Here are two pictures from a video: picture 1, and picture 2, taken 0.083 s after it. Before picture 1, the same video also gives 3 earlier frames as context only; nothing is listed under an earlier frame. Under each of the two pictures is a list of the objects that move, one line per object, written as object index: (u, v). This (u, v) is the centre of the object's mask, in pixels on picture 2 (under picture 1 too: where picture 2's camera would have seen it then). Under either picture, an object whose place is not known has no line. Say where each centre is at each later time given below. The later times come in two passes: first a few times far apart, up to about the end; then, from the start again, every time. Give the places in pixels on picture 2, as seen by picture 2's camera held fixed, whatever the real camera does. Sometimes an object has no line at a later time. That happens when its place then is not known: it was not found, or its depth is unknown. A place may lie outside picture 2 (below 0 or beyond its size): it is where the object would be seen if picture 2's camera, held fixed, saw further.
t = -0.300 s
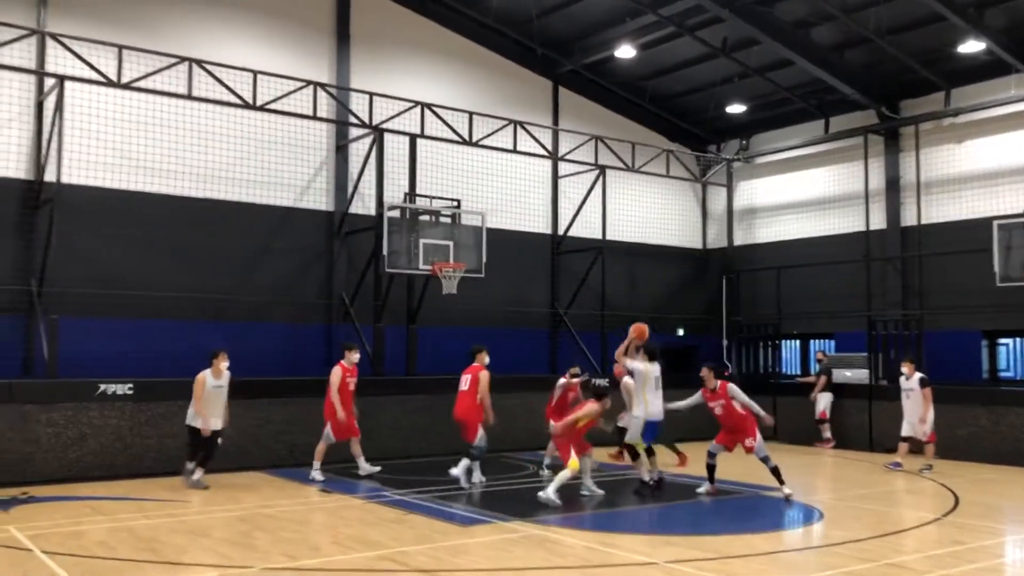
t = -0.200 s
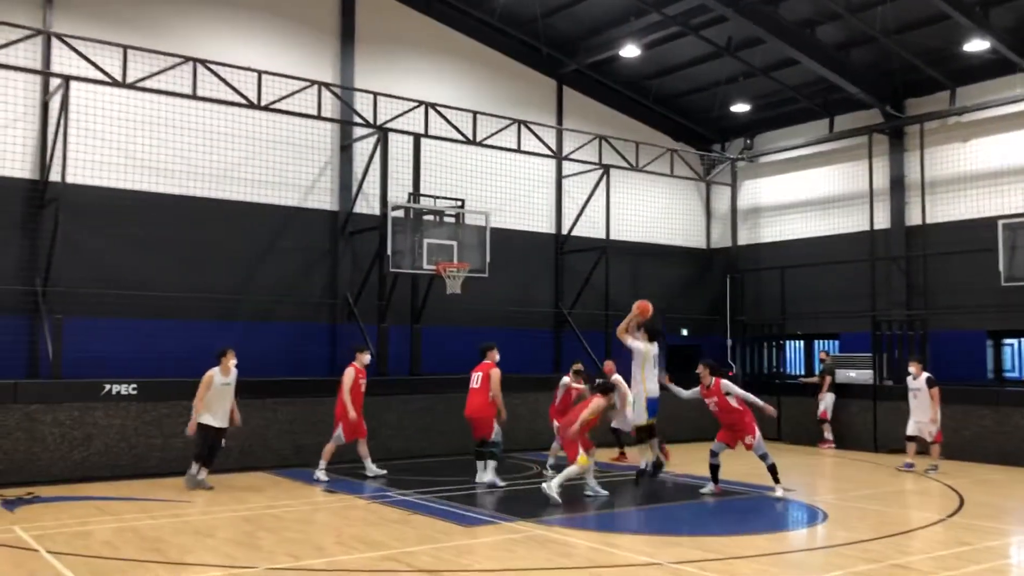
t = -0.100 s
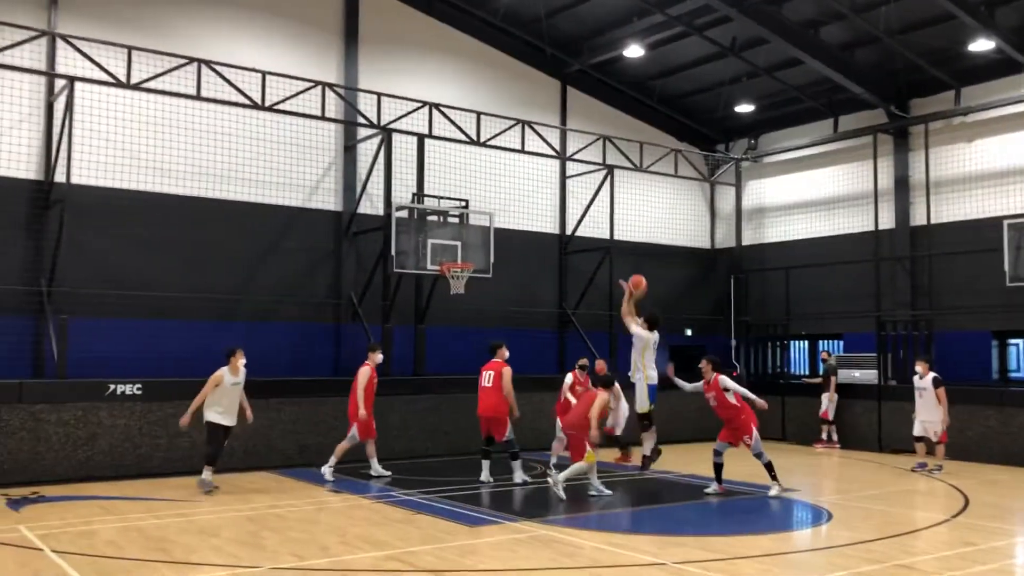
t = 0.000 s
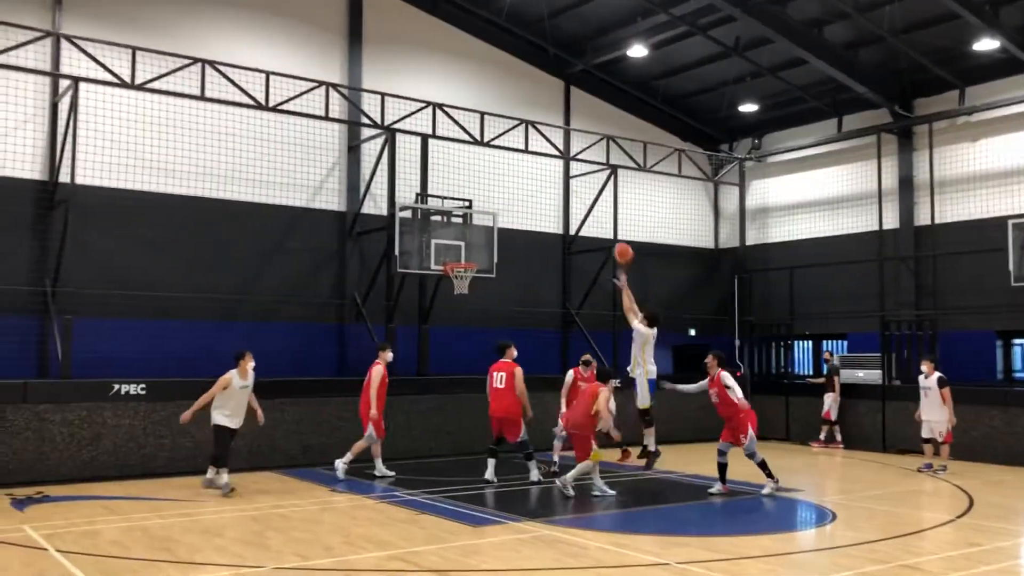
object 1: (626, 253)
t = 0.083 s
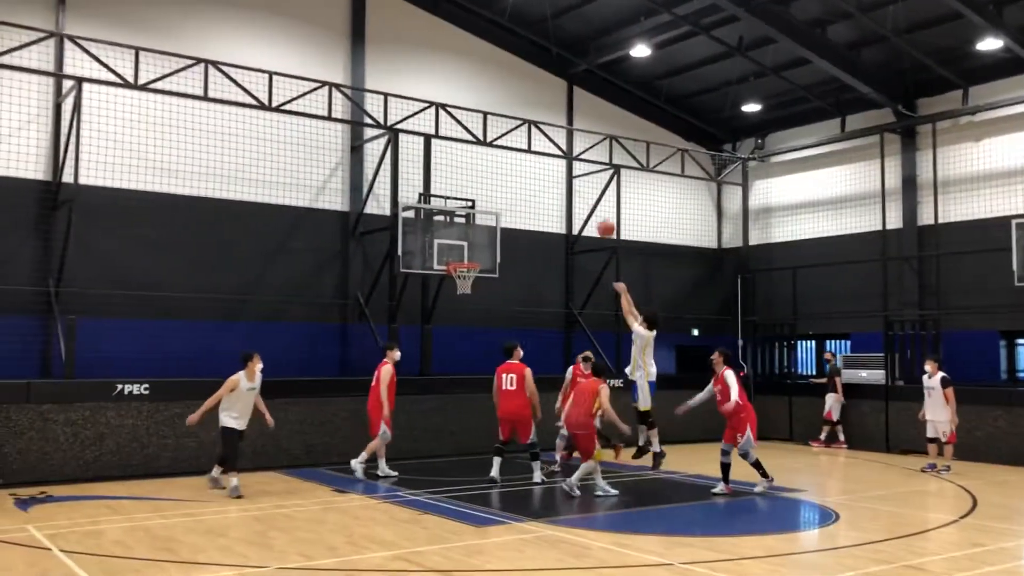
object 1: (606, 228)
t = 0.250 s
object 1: (569, 197)
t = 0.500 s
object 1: (520, 189)
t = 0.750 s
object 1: (476, 220)
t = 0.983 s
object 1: (473, 263)
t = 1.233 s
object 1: (456, 273)
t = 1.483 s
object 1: (458, 283)
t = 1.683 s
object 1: (469, 313)
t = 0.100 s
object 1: (603, 224)
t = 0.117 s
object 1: (598, 220)
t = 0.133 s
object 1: (595, 216)
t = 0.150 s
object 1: (591, 213)
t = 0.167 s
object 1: (588, 209)
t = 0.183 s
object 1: (585, 206)
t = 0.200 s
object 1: (581, 203)
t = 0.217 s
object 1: (577, 201)
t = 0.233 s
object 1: (574, 198)
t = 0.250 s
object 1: (569, 197)
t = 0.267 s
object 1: (566, 196)
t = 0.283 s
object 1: (562, 194)
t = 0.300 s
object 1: (560, 193)
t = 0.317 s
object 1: (556, 191)
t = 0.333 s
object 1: (552, 190)
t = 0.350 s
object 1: (549, 189)
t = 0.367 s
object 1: (546, 188)
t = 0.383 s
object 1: (542, 187)
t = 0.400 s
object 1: (539, 187)
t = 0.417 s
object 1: (536, 187)
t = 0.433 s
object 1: (533, 187)
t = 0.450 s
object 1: (530, 187)
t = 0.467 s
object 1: (526, 187)
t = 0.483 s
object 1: (524, 188)
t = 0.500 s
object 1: (520, 189)
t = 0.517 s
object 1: (517, 190)
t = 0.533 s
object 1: (514, 191)
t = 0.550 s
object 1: (511, 192)
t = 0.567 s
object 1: (508, 194)
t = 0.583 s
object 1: (505, 195)
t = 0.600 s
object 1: (502, 198)
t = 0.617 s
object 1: (499, 199)
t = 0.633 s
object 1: (496, 201)
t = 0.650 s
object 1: (493, 204)
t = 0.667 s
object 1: (490, 206)
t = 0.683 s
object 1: (488, 209)
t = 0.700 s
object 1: (485, 212)
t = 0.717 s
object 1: (481, 215)
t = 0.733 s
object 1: (479, 218)
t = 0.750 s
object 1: (476, 220)
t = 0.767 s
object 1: (474, 225)
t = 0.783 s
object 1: (469, 228)
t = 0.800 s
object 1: (468, 231)
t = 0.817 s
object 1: (465, 235)
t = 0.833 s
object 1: (463, 239)
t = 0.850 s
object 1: (463, 242)
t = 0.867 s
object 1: (464, 245)
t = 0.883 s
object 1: (466, 247)
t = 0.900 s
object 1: (467, 249)
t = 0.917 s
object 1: (468, 254)
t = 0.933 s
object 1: (471, 257)
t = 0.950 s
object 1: (471, 259)
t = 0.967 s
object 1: (473, 261)
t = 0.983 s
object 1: (473, 263)
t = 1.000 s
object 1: (471, 264)
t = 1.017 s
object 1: (470, 267)
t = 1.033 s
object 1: (464, 272)
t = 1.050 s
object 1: (463, 272)
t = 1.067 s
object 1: (462, 276)
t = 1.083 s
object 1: (461, 276)
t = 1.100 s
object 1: (460, 276)
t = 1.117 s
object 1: (460, 275)
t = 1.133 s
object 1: (459, 274)
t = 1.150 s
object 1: (458, 274)
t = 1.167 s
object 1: (458, 274)
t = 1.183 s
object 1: (457, 273)
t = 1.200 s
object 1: (457, 273)
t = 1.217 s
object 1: (456, 273)
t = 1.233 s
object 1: (456, 273)
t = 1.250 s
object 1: (456, 273)
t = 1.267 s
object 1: (456, 273)
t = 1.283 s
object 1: (455, 273)
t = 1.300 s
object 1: (455, 273)
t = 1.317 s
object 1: (455, 274)
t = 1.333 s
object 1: (455, 274)
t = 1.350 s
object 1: (455, 276)
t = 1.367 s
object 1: (456, 277)
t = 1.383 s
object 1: (457, 278)
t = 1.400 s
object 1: (457, 279)
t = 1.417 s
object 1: (457, 280)
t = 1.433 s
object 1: (457, 282)
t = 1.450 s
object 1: (457, 282)
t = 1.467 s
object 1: (457, 283)
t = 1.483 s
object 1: (458, 283)
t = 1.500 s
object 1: (459, 285)
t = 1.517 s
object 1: (460, 285)
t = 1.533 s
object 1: (463, 292)
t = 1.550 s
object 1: (463, 295)
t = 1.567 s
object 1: (464, 296)
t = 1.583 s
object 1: (465, 297)
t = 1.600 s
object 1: (466, 299)
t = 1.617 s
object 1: (466, 302)
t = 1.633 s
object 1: (466, 305)
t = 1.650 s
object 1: (467, 307)
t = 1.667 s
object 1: (468, 310)
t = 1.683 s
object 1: (469, 313)
